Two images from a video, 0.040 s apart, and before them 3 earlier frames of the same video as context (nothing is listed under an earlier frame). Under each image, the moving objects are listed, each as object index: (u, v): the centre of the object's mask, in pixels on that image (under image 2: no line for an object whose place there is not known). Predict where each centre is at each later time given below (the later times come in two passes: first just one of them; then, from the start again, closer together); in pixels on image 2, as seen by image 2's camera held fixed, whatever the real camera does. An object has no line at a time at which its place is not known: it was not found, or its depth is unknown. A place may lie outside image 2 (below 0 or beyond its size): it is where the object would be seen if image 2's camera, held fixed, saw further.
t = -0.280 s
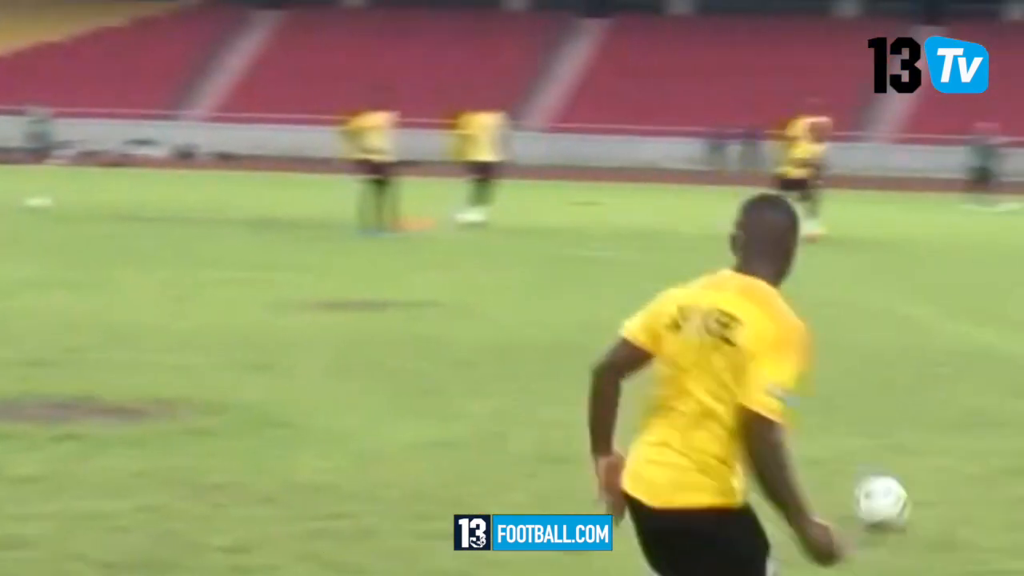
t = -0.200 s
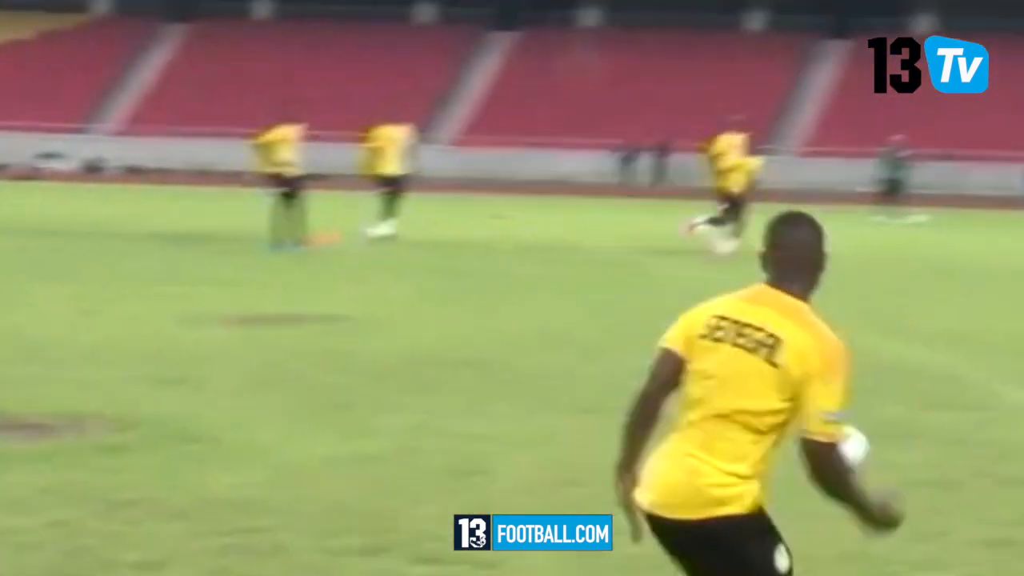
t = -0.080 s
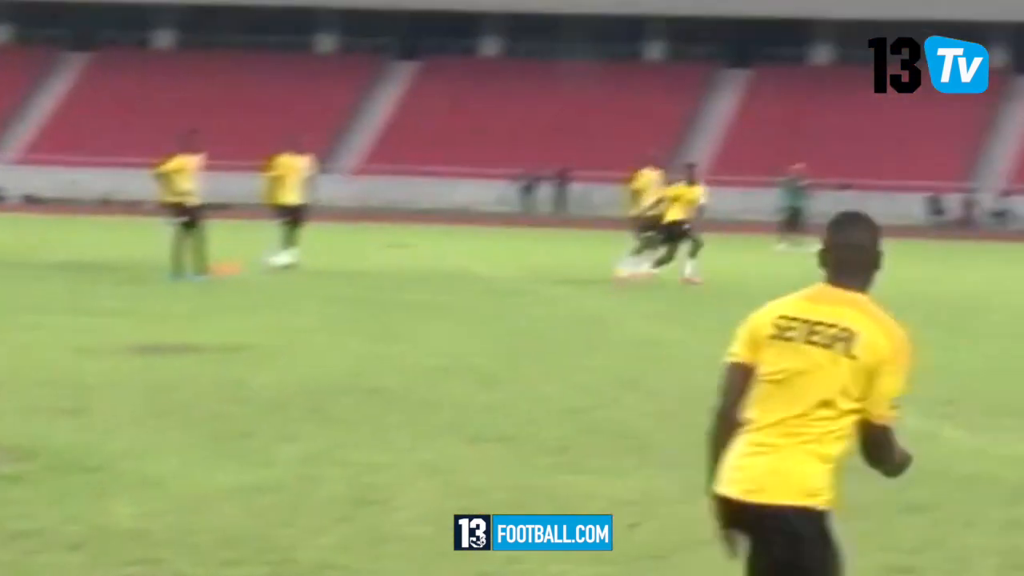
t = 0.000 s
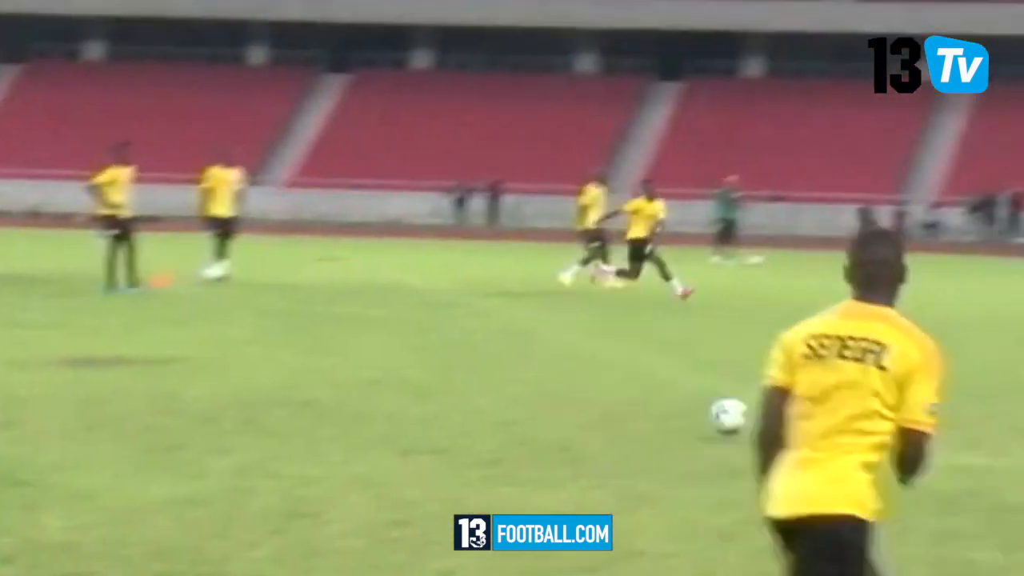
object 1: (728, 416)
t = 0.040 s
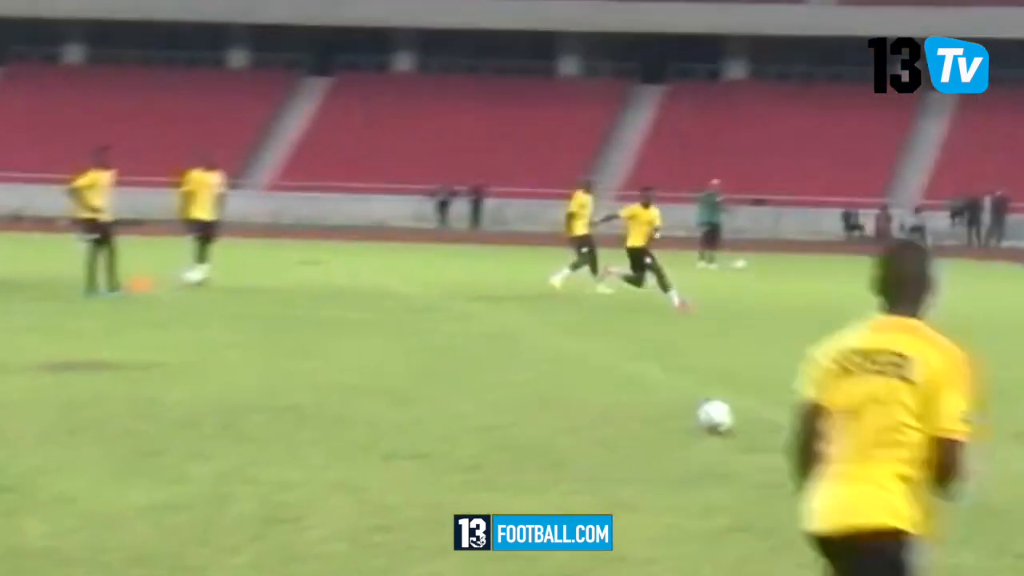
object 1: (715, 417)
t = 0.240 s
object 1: (702, 375)
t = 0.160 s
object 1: (710, 383)
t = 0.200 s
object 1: (705, 378)
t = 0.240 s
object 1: (702, 375)
